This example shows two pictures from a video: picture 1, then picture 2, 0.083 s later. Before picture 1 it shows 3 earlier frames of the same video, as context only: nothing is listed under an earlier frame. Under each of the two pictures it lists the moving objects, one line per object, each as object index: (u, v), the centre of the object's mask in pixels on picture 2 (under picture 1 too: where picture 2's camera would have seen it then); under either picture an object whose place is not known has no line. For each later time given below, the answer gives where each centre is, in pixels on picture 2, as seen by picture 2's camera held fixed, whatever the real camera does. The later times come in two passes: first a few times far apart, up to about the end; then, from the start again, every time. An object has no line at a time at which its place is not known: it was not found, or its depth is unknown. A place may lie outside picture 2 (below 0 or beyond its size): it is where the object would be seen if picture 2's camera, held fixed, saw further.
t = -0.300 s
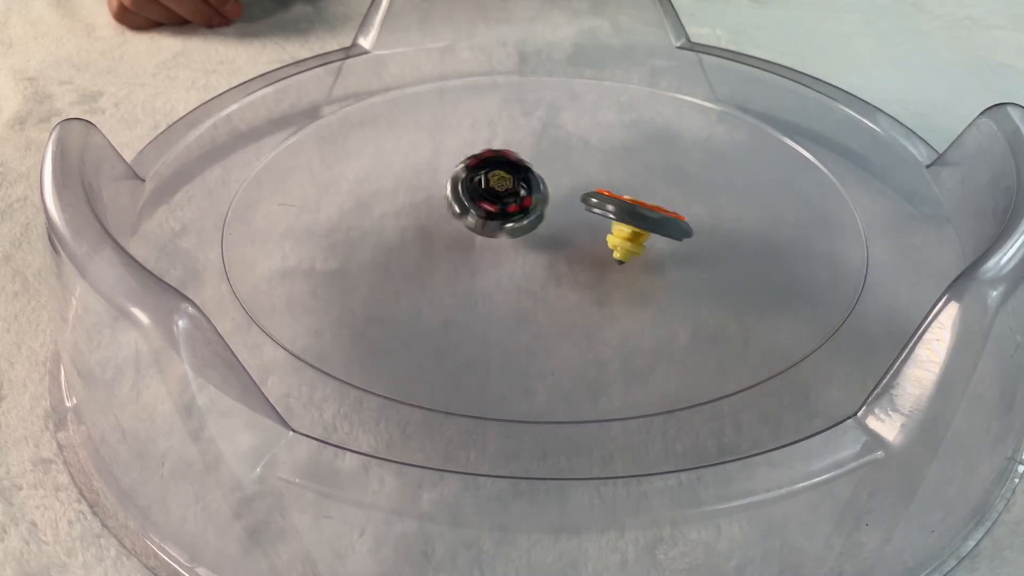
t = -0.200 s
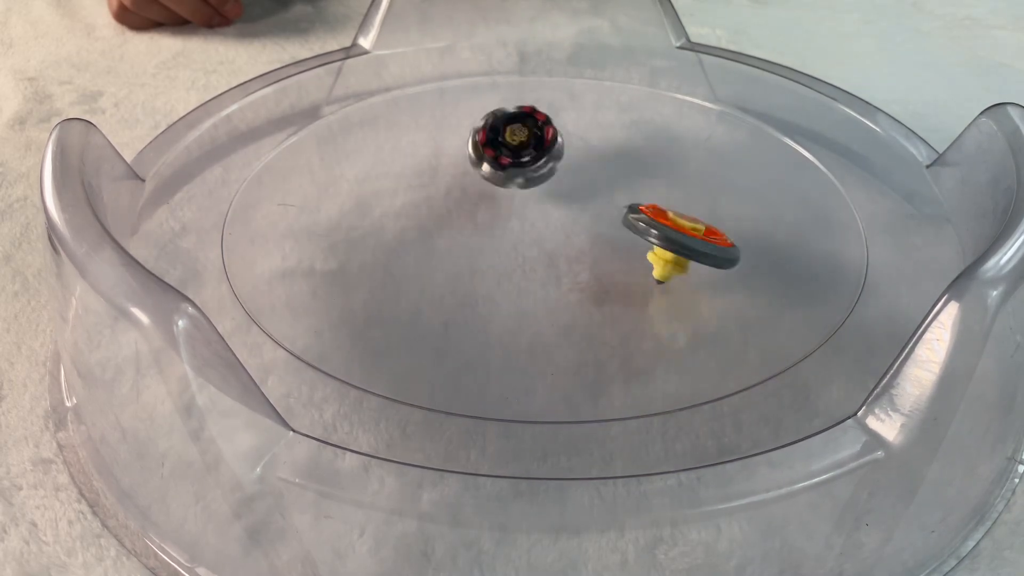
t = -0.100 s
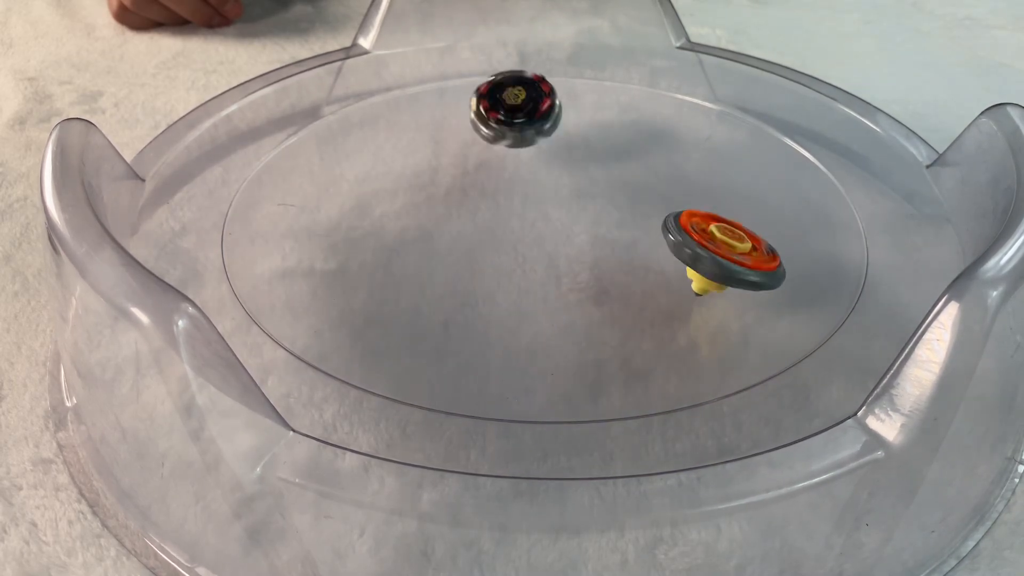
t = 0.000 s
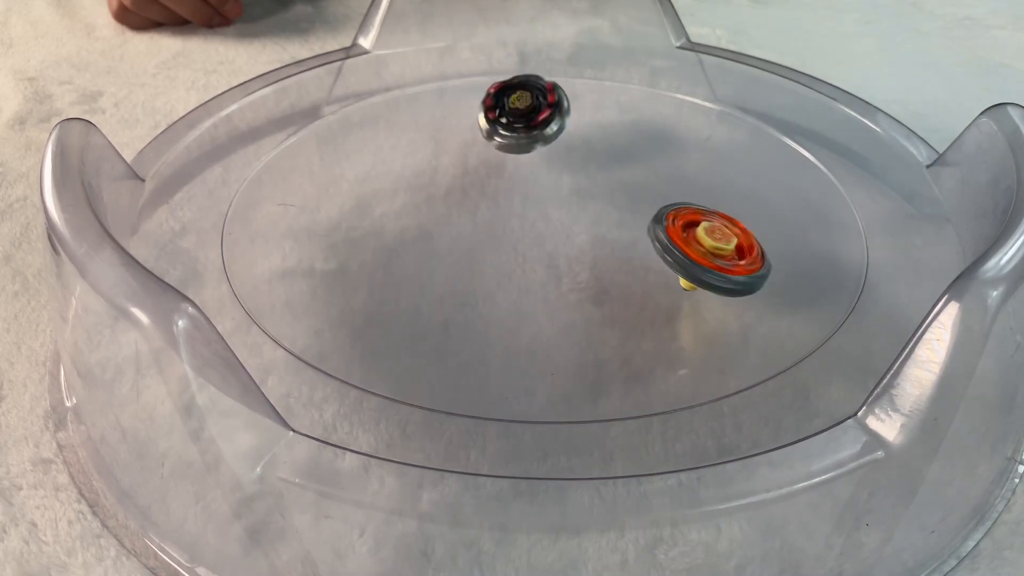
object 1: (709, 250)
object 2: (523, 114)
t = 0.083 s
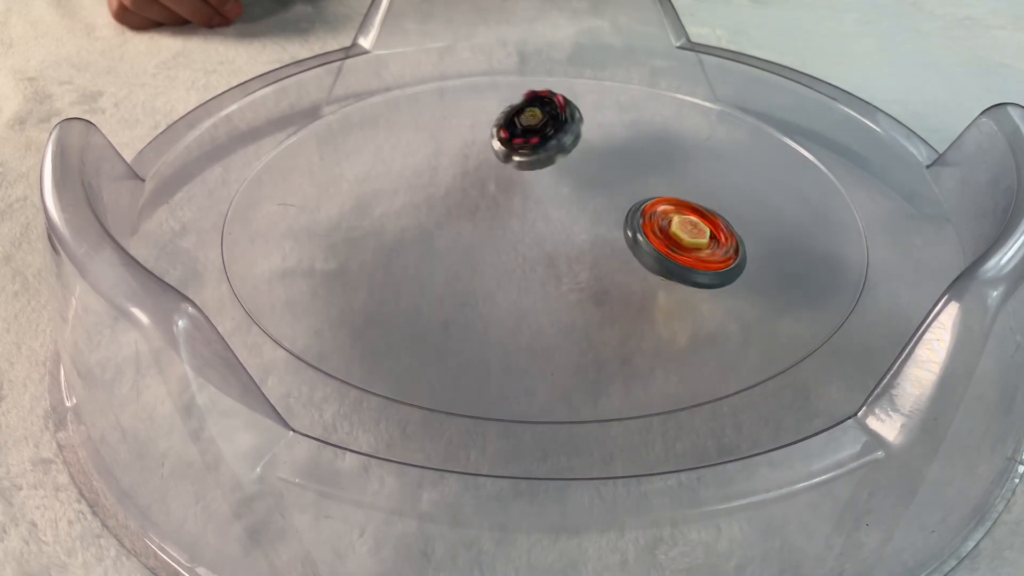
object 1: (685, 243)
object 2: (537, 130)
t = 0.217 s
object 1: (653, 229)
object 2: (568, 184)
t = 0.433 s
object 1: (799, 341)
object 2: (527, 147)
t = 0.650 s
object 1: (678, 278)
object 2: (506, 164)
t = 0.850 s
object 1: (574, 209)
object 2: (486, 162)
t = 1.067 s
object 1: (570, 211)
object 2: (472, 155)
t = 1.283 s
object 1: (616, 262)
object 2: (502, 132)
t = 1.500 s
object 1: (669, 305)
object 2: (517, 144)
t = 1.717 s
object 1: (627, 268)
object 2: (546, 218)
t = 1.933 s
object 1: (592, 263)
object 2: (605, 196)
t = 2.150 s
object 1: (568, 243)
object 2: (550, 185)
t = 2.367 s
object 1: (578, 251)
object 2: (545, 179)
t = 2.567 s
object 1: (575, 249)
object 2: (554, 178)
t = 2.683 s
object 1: (573, 245)
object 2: (572, 176)
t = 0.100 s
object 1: (680, 241)
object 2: (539, 136)
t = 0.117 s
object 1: (675, 239)
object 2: (544, 142)
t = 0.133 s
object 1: (671, 237)
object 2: (547, 148)
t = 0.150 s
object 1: (667, 235)
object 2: (552, 155)
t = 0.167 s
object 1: (663, 234)
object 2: (555, 161)
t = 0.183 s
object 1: (659, 232)
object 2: (560, 170)
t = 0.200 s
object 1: (655, 230)
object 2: (564, 176)
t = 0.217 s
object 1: (653, 229)
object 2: (568, 184)
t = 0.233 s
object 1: (649, 227)
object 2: (569, 190)
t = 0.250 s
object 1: (647, 224)
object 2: (569, 198)
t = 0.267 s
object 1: (661, 229)
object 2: (572, 189)
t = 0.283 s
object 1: (676, 241)
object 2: (568, 180)
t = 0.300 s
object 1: (691, 262)
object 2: (560, 177)
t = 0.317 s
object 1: (706, 290)
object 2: (554, 167)
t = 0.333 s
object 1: (722, 294)
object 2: (551, 163)
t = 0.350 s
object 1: (736, 297)
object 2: (544, 158)
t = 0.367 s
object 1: (751, 307)
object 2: (539, 154)
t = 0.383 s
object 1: (765, 325)
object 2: (537, 151)
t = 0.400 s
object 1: (778, 338)
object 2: (531, 149)
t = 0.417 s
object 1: (792, 343)
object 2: (529, 146)
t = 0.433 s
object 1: (799, 341)
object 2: (527, 147)
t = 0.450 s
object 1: (795, 339)
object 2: (523, 148)
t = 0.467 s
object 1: (789, 344)
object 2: (522, 148)
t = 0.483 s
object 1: (782, 342)
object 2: (521, 150)
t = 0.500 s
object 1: (773, 334)
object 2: (518, 152)
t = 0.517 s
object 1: (763, 333)
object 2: (519, 154)
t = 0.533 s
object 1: (754, 327)
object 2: (517, 156)
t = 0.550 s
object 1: (745, 319)
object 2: (515, 157)
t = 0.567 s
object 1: (735, 317)
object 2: (515, 158)
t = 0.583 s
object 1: (725, 305)
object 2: (512, 160)
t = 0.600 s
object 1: (713, 297)
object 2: (510, 160)
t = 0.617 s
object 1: (702, 294)
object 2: (511, 161)
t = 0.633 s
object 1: (690, 284)
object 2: (507, 164)
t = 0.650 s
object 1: (678, 278)
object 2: (506, 164)
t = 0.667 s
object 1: (666, 270)
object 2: (505, 165)
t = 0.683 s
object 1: (654, 263)
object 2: (502, 166)
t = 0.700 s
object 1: (642, 255)
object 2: (501, 166)
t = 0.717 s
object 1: (631, 248)
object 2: (501, 168)
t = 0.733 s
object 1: (620, 241)
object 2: (498, 169)
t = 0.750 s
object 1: (610, 235)
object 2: (498, 169)
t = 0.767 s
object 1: (600, 229)
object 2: (497, 169)
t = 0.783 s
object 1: (591, 222)
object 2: (496, 169)
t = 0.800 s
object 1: (582, 218)
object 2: (497, 170)
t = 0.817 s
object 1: (575, 212)
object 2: (496, 171)
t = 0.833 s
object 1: (573, 210)
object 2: (491, 167)
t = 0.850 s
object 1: (574, 209)
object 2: (486, 162)
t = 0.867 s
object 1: (575, 210)
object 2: (480, 159)
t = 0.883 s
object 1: (576, 209)
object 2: (475, 155)
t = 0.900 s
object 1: (575, 209)
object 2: (474, 153)
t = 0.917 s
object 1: (574, 209)
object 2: (471, 152)
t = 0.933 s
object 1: (575, 209)
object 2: (469, 150)
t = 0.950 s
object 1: (574, 209)
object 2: (470, 149)
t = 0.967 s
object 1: (573, 210)
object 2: (469, 149)
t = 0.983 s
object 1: (573, 210)
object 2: (469, 148)
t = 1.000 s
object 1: (573, 210)
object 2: (470, 149)
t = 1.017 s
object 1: (572, 211)
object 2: (470, 151)
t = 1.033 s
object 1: (571, 211)
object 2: (470, 151)
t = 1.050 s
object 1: (570, 212)
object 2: (471, 152)
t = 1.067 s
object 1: (570, 211)
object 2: (472, 155)
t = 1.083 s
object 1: (569, 211)
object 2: (474, 156)
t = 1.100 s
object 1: (568, 212)
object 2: (476, 157)
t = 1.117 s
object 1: (568, 212)
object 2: (478, 160)
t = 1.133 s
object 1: (567, 212)
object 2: (481, 161)
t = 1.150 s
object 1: (566, 212)
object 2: (485, 163)
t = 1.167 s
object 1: (566, 212)
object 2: (488, 165)
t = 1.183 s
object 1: (566, 213)
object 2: (492, 167)
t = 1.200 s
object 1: (565, 220)
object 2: (497, 166)
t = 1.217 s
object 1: (571, 228)
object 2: (498, 156)
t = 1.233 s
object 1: (582, 234)
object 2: (498, 150)
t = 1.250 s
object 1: (593, 241)
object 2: (498, 142)
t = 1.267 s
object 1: (602, 261)
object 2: (500, 137)
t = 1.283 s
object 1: (616, 262)
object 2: (502, 132)
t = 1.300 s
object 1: (627, 265)
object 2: (505, 128)
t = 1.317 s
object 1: (639, 275)
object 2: (507, 125)
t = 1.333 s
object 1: (652, 290)
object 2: (508, 123)
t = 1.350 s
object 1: (661, 291)
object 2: (509, 123)
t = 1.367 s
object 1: (668, 298)
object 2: (511, 123)
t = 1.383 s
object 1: (674, 301)
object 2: (512, 125)
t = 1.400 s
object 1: (677, 304)
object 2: (513, 127)
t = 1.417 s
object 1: (678, 308)
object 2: (515, 129)
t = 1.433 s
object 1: (677, 308)
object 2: (516, 132)
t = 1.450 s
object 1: (675, 309)
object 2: (516, 134)
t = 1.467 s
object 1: (673, 309)
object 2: (517, 137)
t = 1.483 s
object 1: (671, 307)
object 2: (517, 141)
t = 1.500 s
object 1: (669, 305)
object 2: (517, 144)
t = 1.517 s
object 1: (666, 304)
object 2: (516, 148)
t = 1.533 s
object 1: (664, 302)
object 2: (517, 151)
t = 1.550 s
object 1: (661, 299)
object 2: (519, 156)
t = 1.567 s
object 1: (658, 297)
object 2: (520, 161)
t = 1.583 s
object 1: (655, 294)
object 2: (521, 167)
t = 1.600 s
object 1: (651, 290)
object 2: (521, 174)
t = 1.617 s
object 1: (648, 288)
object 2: (522, 180)
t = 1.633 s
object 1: (645, 284)
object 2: (525, 186)
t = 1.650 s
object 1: (641, 281)
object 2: (529, 193)
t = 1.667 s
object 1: (637, 278)
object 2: (533, 200)
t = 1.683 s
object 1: (634, 274)
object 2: (538, 208)
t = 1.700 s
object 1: (630, 271)
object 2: (543, 214)
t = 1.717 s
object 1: (627, 268)
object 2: (546, 218)
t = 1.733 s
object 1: (624, 264)
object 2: (549, 221)
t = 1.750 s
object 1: (620, 261)
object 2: (553, 222)
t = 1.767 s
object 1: (618, 258)
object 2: (556, 222)
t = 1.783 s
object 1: (620, 259)
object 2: (566, 214)
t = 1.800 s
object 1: (620, 267)
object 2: (574, 209)
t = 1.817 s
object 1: (618, 267)
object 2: (582, 208)
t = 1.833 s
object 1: (615, 269)
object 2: (589, 202)
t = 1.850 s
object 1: (612, 270)
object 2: (595, 201)
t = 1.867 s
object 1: (607, 267)
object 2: (600, 200)
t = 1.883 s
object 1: (603, 269)
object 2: (604, 199)
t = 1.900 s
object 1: (600, 266)
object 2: (607, 200)
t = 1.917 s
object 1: (595, 264)
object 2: (607, 199)
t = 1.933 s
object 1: (592, 263)
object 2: (605, 196)
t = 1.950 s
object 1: (590, 261)
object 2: (601, 193)
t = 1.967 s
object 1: (587, 260)
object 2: (596, 192)
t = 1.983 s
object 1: (585, 258)
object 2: (592, 191)
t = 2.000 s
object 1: (583, 256)
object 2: (588, 190)
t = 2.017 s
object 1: (580, 254)
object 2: (583, 190)
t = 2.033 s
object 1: (579, 252)
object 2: (578, 190)
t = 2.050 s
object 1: (576, 250)
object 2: (573, 190)
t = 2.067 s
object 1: (572, 245)
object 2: (569, 192)
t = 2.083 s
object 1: (572, 241)
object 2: (565, 192)
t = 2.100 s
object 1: (569, 239)
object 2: (562, 193)
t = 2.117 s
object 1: (569, 241)
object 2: (557, 191)
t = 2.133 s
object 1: (569, 240)
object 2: (553, 187)
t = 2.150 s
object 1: (568, 243)
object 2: (550, 185)
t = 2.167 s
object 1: (571, 242)
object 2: (548, 186)
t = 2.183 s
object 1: (571, 243)
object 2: (546, 186)
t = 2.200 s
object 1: (572, 242)
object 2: (545, 183)
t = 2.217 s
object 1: (574, 241)
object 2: (544, 185)
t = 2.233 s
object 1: (573, 241)
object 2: (544, 185)
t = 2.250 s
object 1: (576, 241)
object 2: (543, 185)
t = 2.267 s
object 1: (575, 240)
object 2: (543, 185)
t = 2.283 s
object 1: (575, 240)
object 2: (542, 186)
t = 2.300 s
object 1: (576, 239)
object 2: (541, 185)
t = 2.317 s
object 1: (574, 247)
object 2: (544, 183)
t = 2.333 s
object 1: (577, 246)
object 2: (545, 181)
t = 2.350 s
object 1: (575, 250)
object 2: (545, 179)
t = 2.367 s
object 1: (578, 251)
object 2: (545, 179)
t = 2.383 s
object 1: (578, 251)
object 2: (546, 178)
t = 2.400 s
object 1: (577, 253)
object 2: (546, 178)
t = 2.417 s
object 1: (579, 254)
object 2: (545, 178)
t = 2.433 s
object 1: (579, 254)
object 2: (546, 178)
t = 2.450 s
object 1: (578, 253)
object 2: (546, 178)
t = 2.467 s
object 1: (577, 253)
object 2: (546, 178)
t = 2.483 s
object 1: (577, 253)
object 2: (547, 178)
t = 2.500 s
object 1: (577, 252)
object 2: (547, 179)
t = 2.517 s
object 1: (576, 251)
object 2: (549, 179)
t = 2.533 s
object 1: (576, 251)
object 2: (550, 179)
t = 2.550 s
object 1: (576, 250)
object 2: (552, 179)
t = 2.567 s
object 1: (575, 249)
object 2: (554, 178)
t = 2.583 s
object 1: (576, 249)
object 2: (556, 179)
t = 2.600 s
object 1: (575, 248)
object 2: (558, 179)
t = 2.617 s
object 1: (575, 247)
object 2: (561, 178)
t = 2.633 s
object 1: (575, 246)
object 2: (564, 178)
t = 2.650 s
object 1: (575, 246)
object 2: (566, 177)
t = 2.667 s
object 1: (575, 245)
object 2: (570, 176)
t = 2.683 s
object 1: (573, 245)
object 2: (572, 176)
